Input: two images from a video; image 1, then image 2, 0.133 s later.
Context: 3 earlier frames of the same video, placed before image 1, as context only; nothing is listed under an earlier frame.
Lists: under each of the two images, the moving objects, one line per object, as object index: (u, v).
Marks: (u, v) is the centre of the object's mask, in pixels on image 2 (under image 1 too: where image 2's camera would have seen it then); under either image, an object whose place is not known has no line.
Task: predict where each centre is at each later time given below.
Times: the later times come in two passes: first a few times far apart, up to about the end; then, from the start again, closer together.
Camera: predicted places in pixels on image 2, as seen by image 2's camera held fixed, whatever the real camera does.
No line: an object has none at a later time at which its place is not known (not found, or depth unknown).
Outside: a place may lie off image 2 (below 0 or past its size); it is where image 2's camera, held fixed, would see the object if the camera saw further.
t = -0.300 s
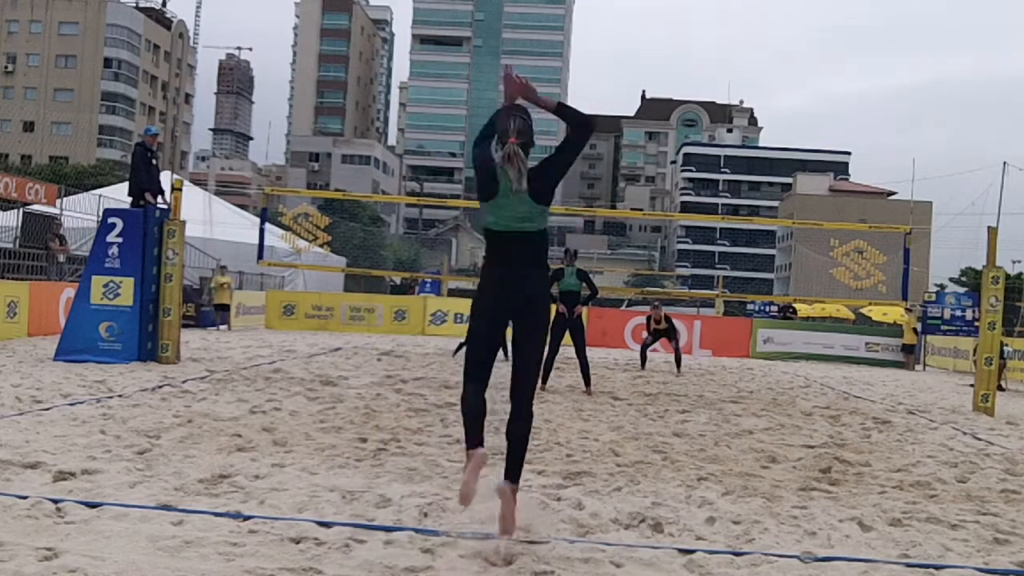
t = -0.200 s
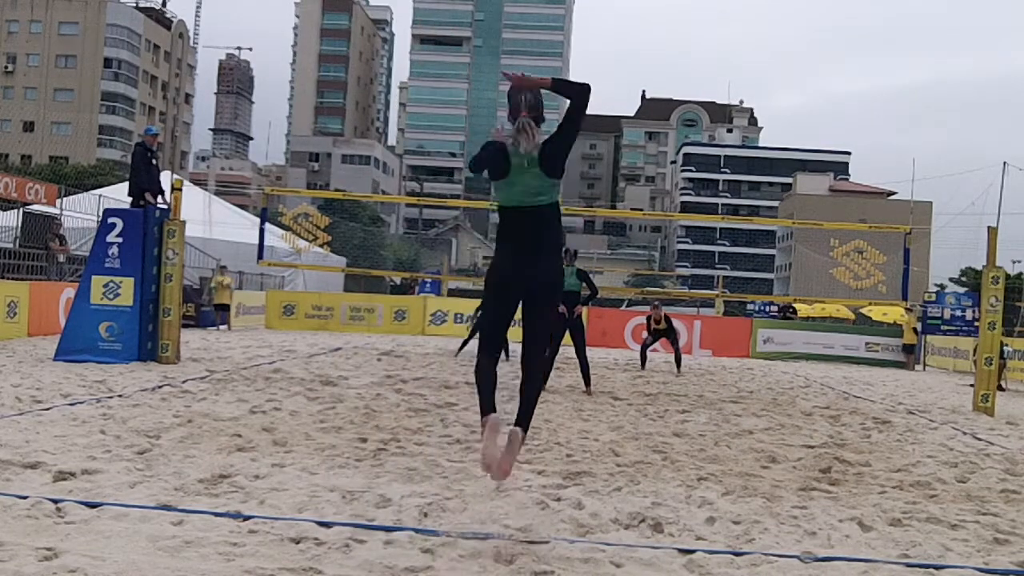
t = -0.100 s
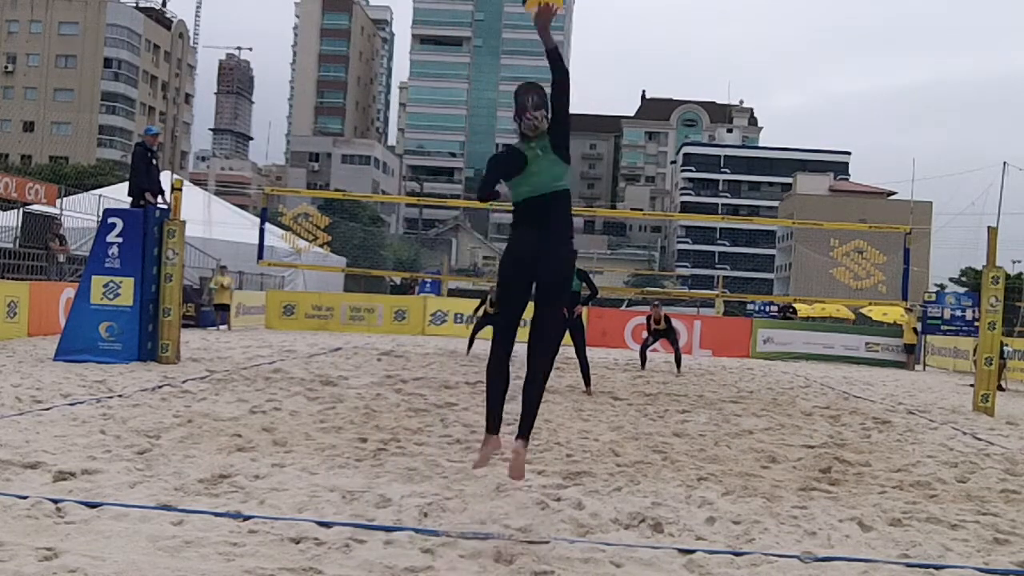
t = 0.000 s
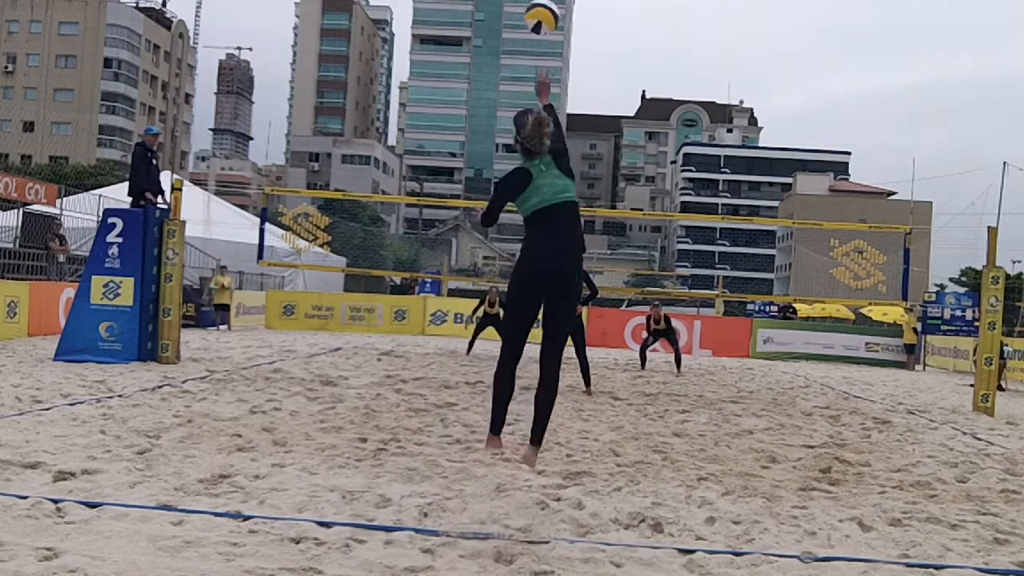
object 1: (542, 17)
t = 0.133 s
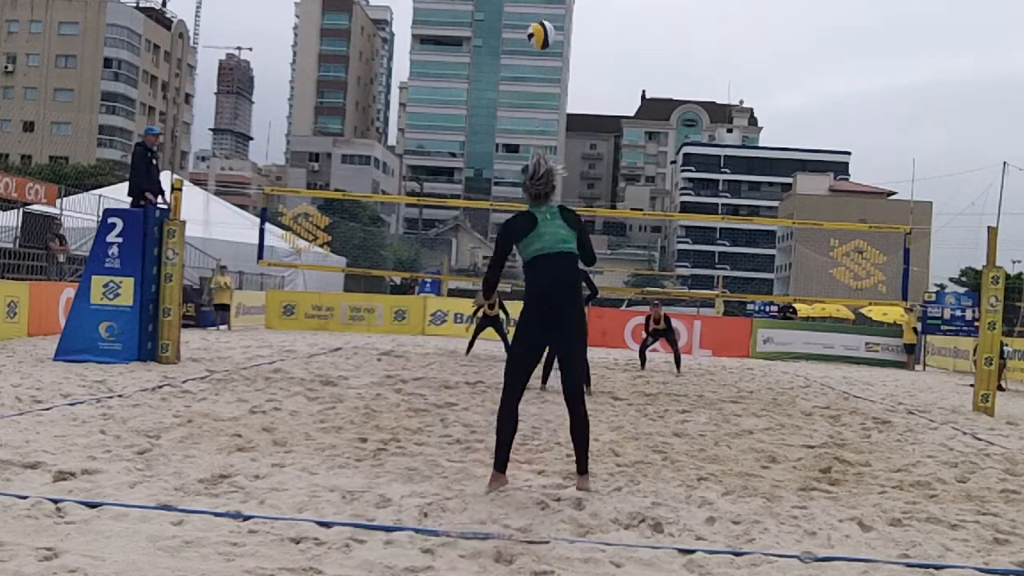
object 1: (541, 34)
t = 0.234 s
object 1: (539, 57)
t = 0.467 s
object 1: (532, 118)
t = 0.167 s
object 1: (540, 41)
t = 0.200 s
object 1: (539, 48)
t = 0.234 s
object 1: (539, 57)
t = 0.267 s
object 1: (538, 64)
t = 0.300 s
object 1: (536, 73)
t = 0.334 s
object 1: (535, 82)
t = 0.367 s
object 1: (534, 90)
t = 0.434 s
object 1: (532, 108)
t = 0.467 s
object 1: (532, 118)
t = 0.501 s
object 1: (531, 128)
